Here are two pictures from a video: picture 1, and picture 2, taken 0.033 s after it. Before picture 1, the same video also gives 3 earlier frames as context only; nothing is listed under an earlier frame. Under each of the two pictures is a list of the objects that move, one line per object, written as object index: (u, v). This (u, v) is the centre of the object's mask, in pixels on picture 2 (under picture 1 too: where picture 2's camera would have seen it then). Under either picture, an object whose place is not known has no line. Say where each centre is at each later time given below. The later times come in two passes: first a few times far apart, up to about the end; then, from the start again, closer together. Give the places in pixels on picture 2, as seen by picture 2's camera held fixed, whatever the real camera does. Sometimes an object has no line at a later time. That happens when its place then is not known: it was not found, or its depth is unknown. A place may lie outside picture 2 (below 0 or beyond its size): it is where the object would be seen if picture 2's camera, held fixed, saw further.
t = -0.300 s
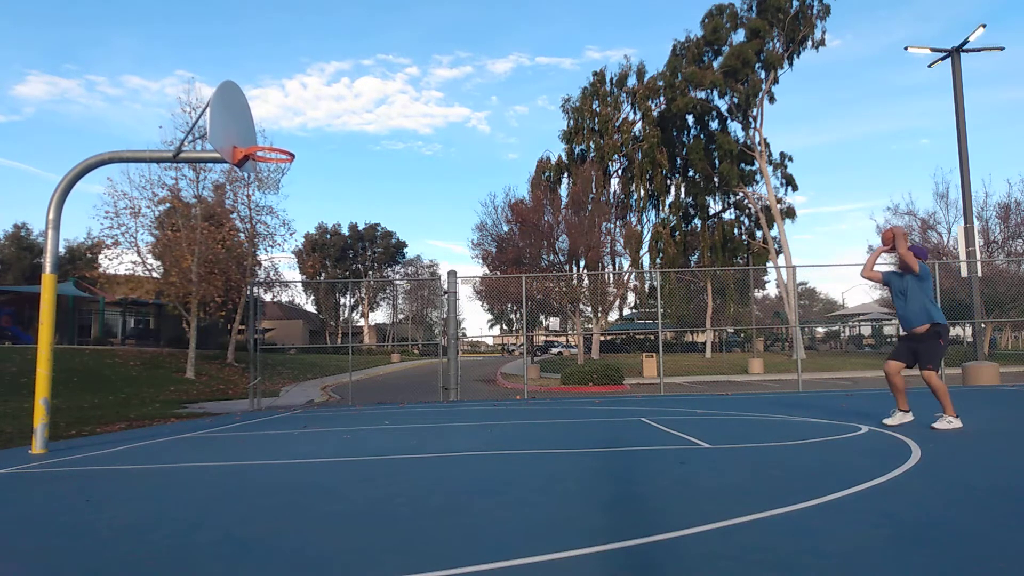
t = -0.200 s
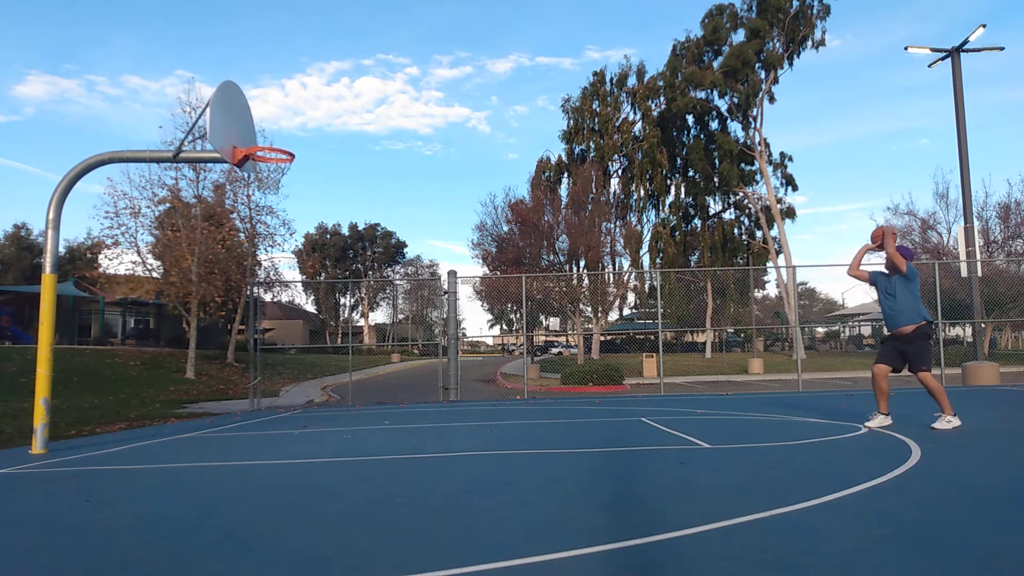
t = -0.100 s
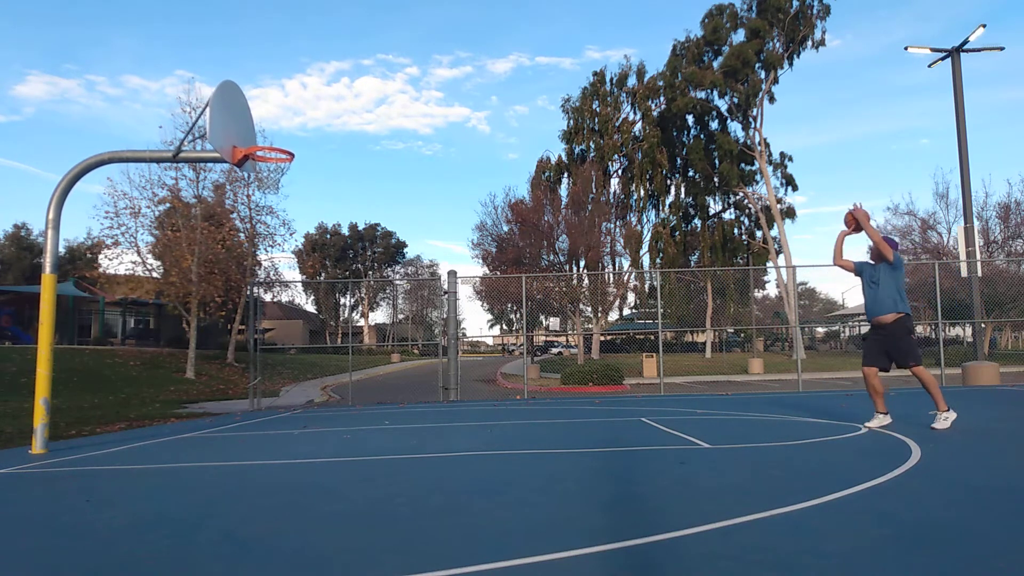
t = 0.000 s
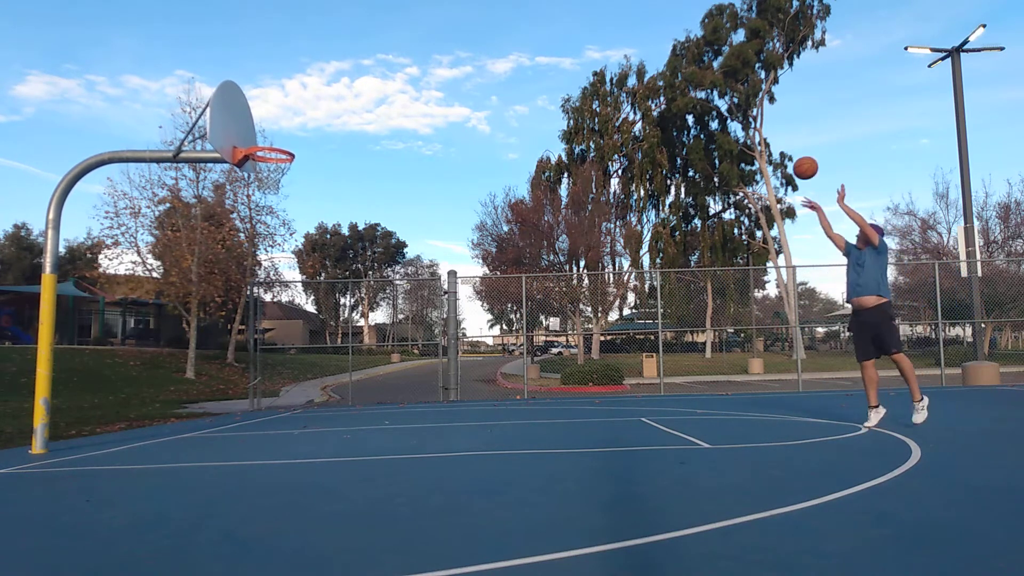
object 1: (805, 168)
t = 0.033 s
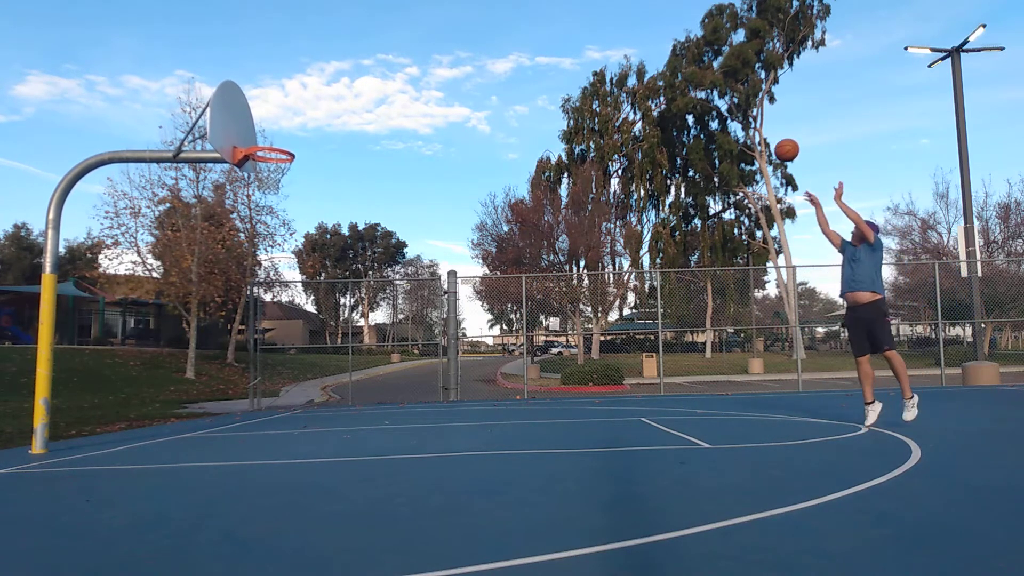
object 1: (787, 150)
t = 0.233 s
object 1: (679, 67)
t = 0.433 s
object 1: (580, 27)
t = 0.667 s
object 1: (472, 24)
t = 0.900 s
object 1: (369, 70)
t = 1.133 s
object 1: (267, 162)
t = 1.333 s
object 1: (248, 180)
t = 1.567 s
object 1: (233, 245)
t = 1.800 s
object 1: (217, 363)
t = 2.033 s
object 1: (220, 390)
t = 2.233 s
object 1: (239, 338)
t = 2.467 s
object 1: (261, 326)
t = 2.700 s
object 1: (281, 367)
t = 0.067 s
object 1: (768, 133)
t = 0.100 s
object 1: (750, 117)
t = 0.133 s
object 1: (732, 103)
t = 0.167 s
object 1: (714, 90)
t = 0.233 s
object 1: (679, 67)
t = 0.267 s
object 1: (662, 58)
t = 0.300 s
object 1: (646, 50)
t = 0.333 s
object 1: (629, 42)
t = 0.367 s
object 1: (613, 36)
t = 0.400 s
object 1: (596, 31)
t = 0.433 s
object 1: (580, 27)
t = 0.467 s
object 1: (564, 23)
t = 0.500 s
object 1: (548, 21)
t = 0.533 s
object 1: (533, 20)
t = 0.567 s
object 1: (517, 20)
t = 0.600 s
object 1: (502, 20)
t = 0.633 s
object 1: (487, 22)
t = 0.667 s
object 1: (472, 24)
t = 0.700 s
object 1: (457, 28)
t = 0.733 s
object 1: (442, 33)
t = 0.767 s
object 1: (427, 38)
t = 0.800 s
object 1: (412, 45)
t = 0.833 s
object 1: (398, 52)
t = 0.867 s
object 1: (383, 61)
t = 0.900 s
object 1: (369, 70)
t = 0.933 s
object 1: (354, 80)
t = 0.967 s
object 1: (339, 91)
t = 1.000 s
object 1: (325, 103)
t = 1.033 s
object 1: (310, 116)
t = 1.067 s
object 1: (296, 130)
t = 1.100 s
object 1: (282, 142)
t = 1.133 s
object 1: (267, 162)
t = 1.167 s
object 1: (256, 174)
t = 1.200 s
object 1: (253, 173)
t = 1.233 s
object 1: (252, 173)
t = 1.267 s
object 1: (250, 175)
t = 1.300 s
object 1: (249, 177)
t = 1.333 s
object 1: (248, 180)
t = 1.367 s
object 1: (246, 185)
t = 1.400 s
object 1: (244, 190)
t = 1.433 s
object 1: (241, 204)
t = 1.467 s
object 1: (239, 213)
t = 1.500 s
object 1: (237, 223)
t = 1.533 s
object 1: (235, 233)
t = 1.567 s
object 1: (233, 245)
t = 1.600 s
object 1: (230, 258)
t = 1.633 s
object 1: (228, 272)
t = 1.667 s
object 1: (226, 288)
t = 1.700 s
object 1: (224, 304)
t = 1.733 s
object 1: (222, 322)
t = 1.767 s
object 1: (219, 342)
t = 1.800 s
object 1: (217, 363)
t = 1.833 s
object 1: (213, 384)
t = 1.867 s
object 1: (212, 408)
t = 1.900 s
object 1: (209, 432)
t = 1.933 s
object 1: (210, 431)
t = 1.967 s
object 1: (213, 417)
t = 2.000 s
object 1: (217, 403)
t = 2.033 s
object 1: (220, 390)
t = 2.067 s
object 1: (223, 379)
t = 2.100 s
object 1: (226, 369)
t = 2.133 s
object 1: (230, 359)
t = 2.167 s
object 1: (233, 351)
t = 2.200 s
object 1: (236, 344)
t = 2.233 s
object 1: (239, 338)
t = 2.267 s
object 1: (242, 333)
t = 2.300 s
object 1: (245, 330)
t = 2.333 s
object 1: (248, 327)
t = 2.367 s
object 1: (252, 325)
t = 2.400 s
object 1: (254, 324)
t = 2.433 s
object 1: (258, 324)
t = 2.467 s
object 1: (261, 326)
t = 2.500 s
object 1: (264, 328)
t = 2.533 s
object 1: (267, 332)
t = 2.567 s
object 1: (269, 338)
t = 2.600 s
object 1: (272, 343)
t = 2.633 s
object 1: (275, 350)
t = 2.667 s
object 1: (277, 358)
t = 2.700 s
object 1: (281, 367)
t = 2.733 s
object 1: (283, 378)
